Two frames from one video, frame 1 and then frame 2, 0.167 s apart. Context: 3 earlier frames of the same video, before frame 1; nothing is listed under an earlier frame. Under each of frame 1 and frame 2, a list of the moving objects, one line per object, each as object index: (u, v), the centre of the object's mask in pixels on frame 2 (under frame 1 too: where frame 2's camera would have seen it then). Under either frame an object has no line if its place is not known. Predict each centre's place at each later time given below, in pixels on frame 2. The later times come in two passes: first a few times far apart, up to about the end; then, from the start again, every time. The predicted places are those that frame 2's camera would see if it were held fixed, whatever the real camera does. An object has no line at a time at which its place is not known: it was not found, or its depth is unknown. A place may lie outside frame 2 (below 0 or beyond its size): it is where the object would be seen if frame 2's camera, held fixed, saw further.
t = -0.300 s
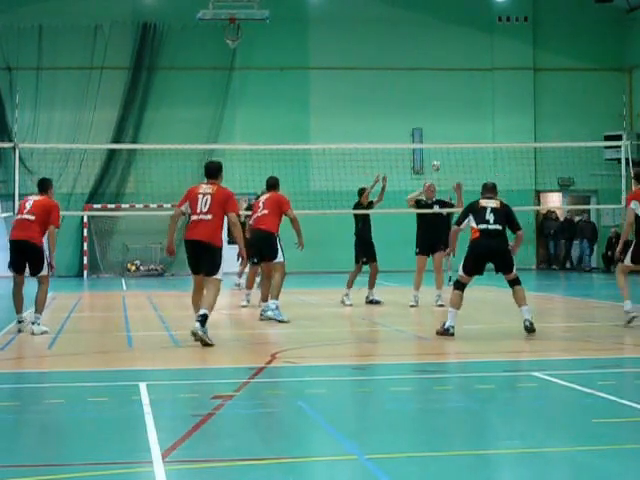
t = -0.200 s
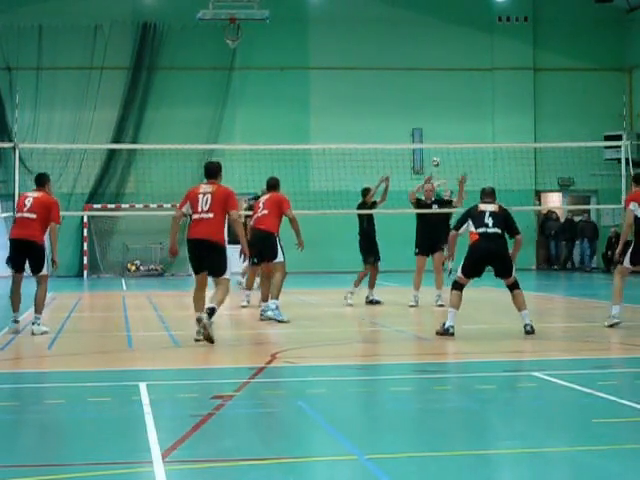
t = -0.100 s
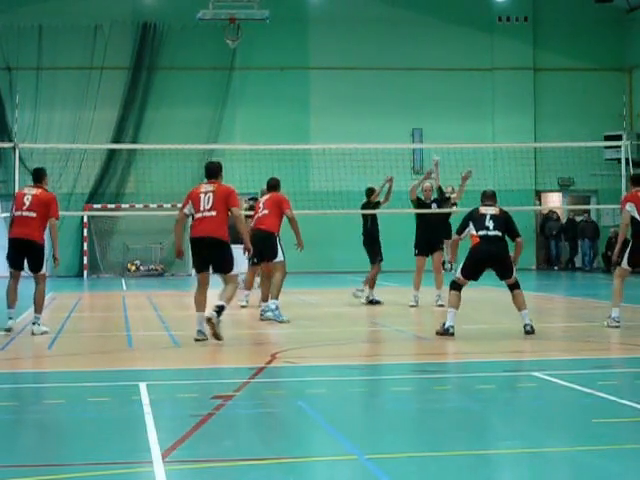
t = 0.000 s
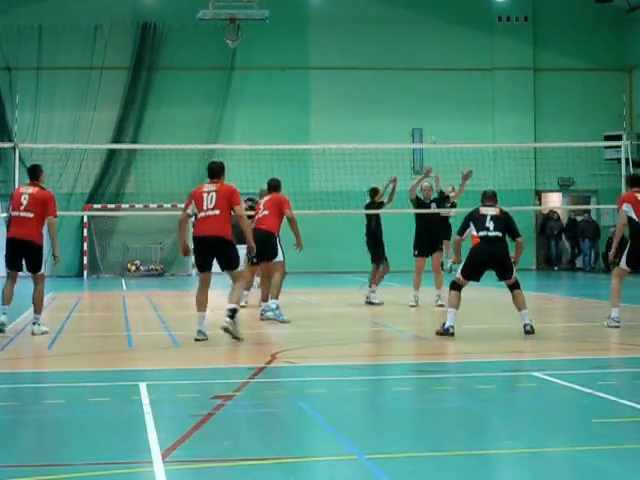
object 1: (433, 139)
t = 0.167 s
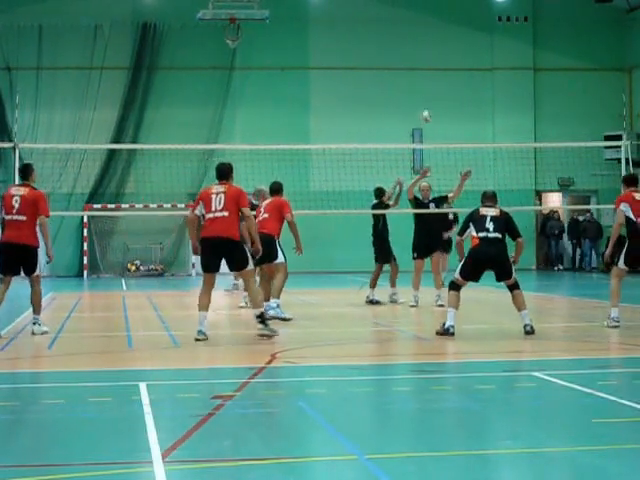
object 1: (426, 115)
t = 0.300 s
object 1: (419, 101)
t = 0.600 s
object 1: (407, 110)
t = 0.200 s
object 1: (424, 110)
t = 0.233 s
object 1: (422, 106)
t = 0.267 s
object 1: (421, 103)
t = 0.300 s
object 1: (419, 101)
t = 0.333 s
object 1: (417, 100)
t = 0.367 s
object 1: (415, 99)
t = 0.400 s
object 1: (414, 99)
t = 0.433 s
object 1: (413, 99)
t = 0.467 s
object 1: (412, 100)
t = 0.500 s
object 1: (411, 101)
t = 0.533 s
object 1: (409, 104)
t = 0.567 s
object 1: (408, 107)
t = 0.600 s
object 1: (407, 110)
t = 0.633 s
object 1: (406, 114)
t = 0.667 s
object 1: (405, 119)
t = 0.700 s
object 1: (403, 126)
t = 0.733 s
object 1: (402, 132)
